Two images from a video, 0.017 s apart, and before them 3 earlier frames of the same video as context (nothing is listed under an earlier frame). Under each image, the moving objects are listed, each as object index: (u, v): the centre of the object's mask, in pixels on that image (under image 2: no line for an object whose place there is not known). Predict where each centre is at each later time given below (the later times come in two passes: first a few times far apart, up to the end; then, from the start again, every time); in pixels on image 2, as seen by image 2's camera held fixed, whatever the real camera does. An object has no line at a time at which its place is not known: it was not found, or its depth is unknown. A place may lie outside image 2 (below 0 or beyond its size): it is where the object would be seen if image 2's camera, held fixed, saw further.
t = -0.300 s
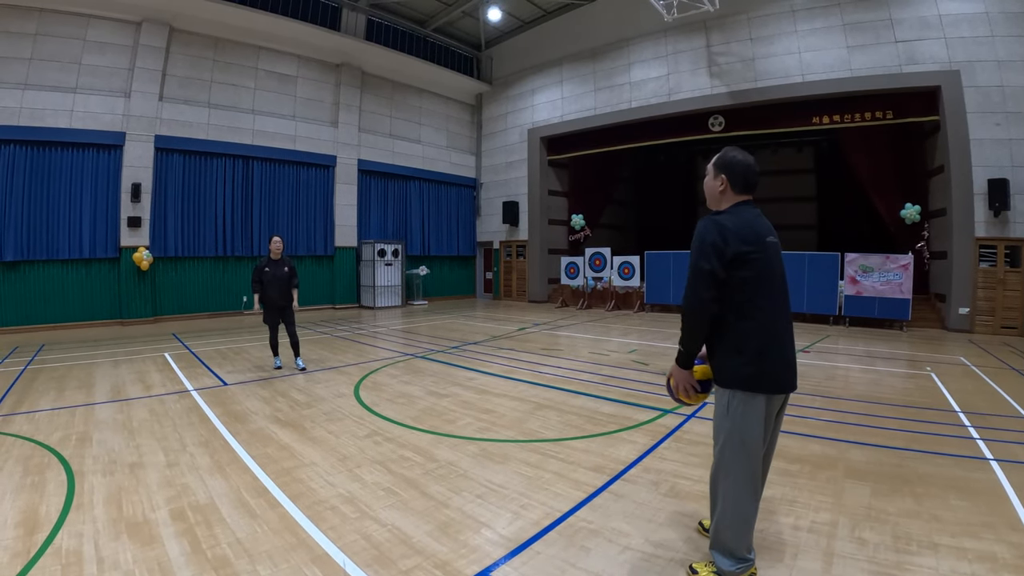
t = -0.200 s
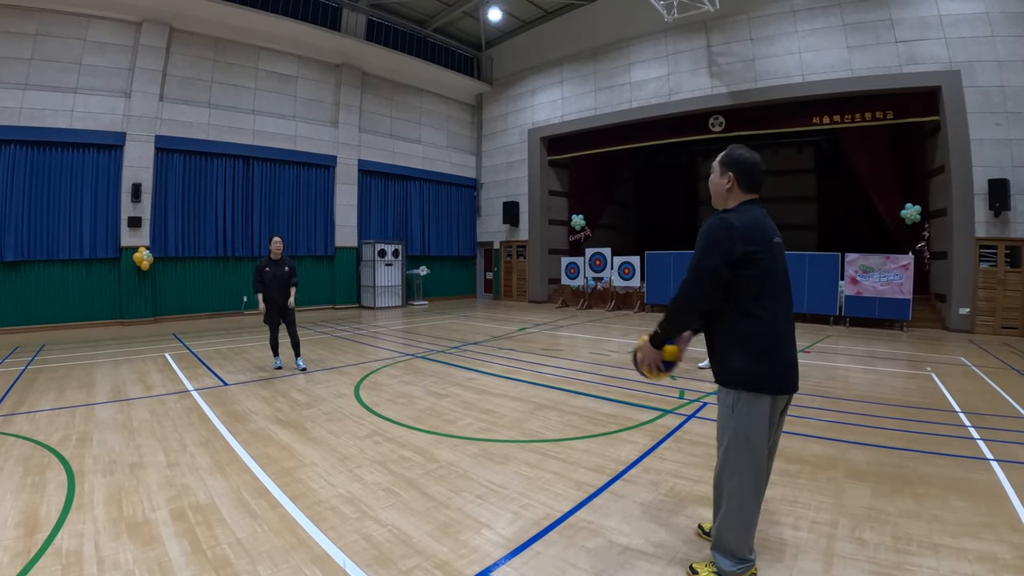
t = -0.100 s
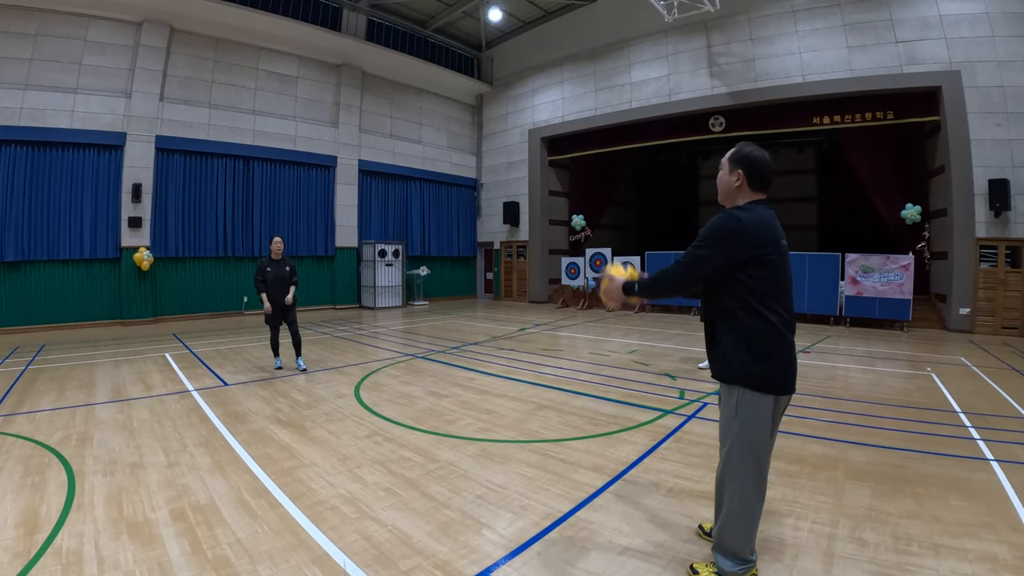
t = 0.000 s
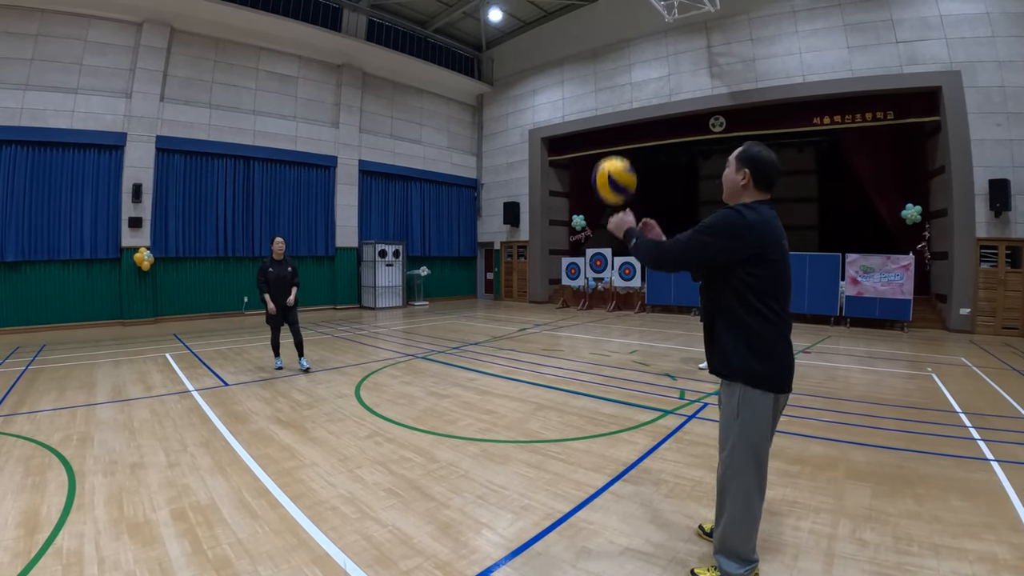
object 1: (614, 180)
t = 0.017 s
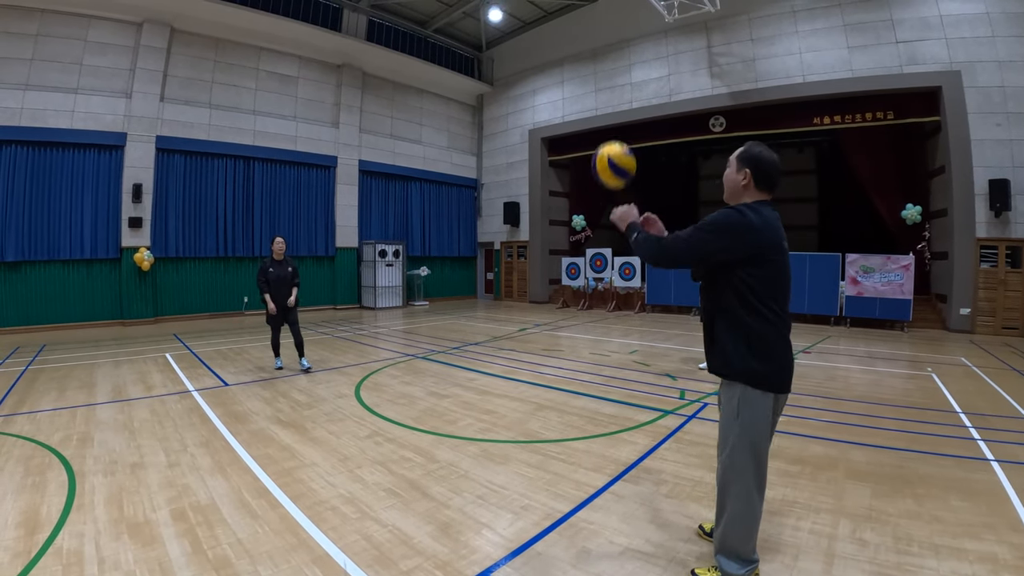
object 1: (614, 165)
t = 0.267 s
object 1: (606, 18)
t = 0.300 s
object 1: (605, 12)
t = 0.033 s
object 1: (613, 150)
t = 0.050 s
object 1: (613, 136)
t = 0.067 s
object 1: (612, 124)
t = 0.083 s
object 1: (611, 111)
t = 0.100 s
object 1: (611, 98)
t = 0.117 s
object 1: (611, 87)
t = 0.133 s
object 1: (610, 76)
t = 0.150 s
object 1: (610, 67)
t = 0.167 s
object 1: (609, 58)
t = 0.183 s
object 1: (608, 50)
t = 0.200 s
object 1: (608, 43)
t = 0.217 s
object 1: (607, 36)
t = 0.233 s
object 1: (607, 29)
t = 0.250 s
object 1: (606, 23)
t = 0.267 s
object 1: (606, 18)
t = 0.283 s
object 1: (606, 15)
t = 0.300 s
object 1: (605, 12)
